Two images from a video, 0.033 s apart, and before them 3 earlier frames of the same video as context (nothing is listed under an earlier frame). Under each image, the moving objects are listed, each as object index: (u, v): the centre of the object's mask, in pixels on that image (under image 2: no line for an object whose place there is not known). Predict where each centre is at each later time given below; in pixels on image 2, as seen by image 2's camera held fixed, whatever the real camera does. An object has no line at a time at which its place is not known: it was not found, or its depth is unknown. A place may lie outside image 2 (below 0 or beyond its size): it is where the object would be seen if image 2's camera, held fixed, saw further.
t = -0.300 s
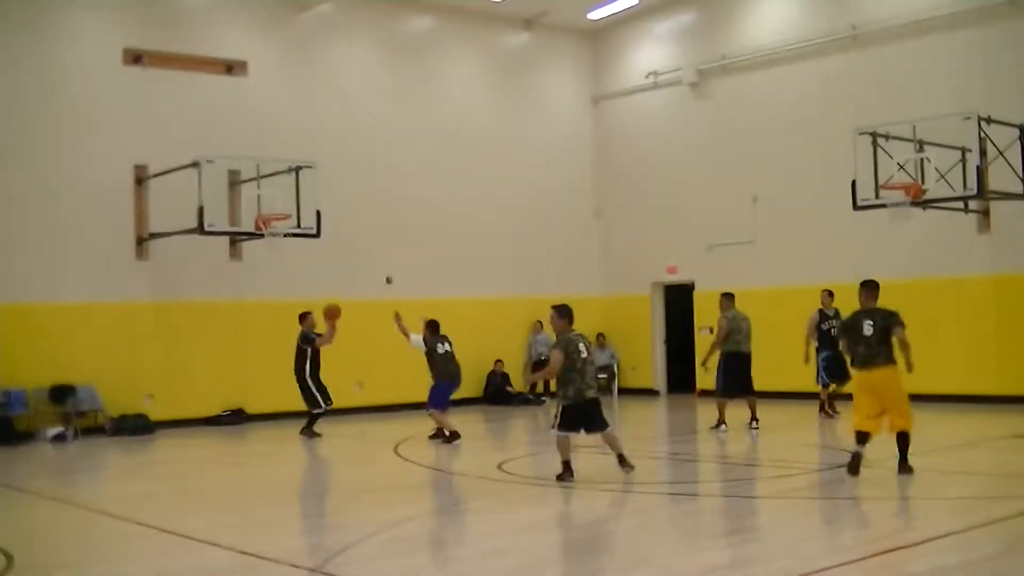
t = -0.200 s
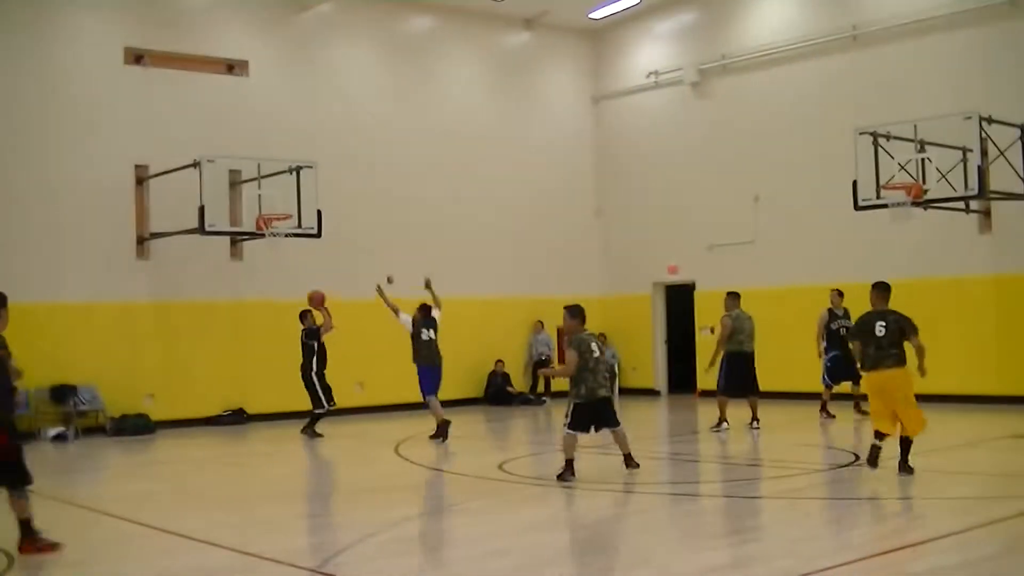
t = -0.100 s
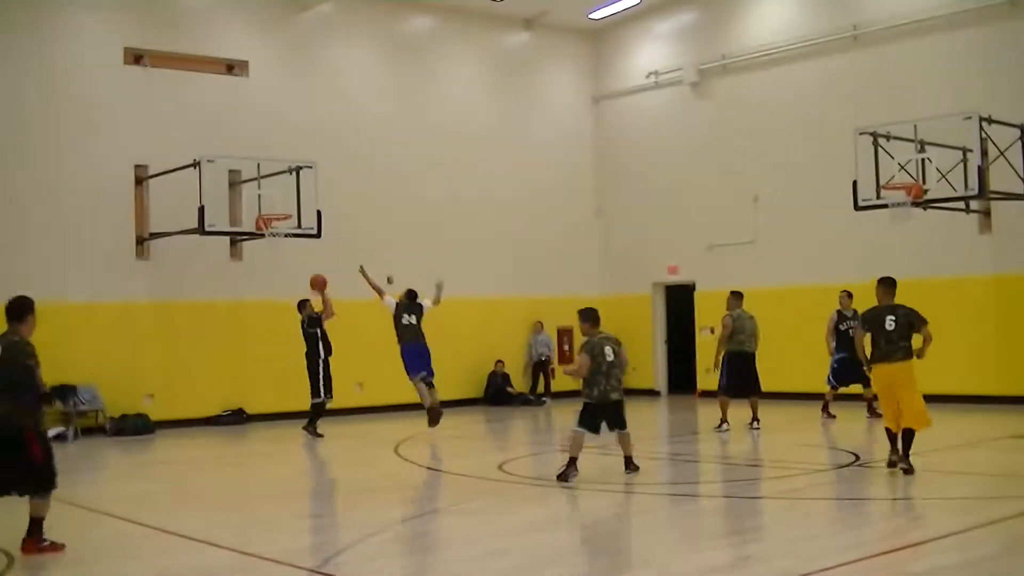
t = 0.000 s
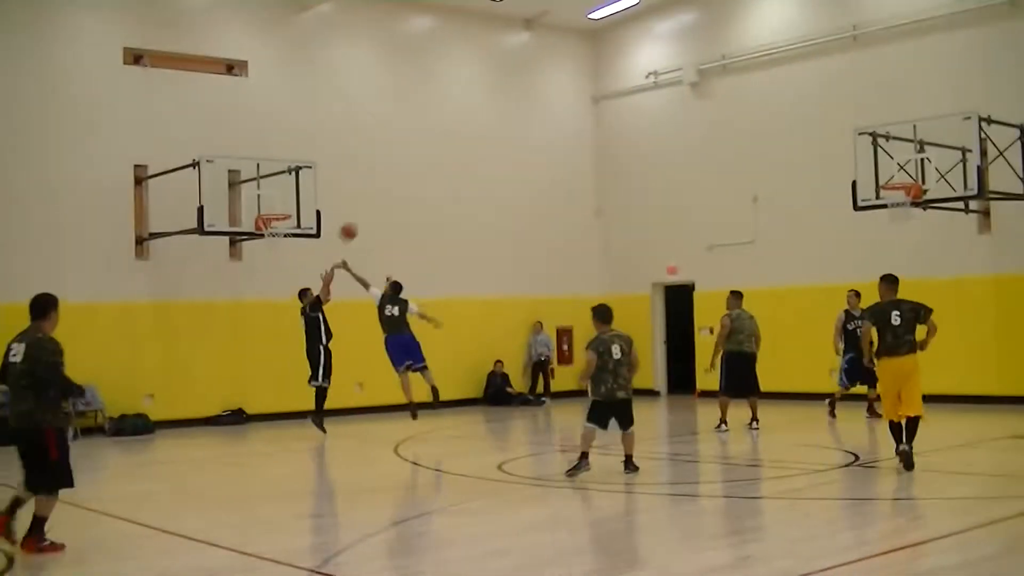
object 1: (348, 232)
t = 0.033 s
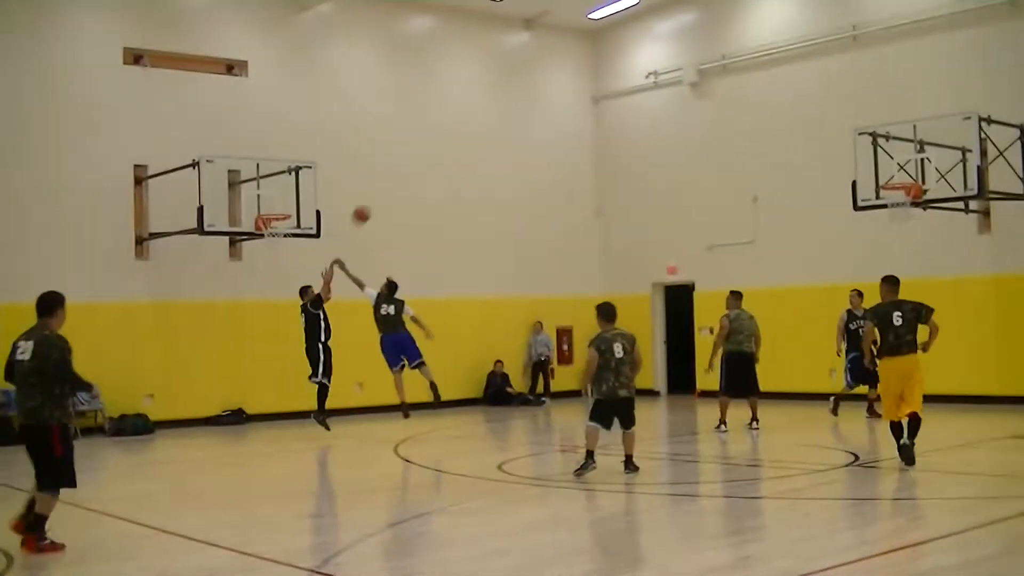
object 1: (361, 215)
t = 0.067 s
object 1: (375, 198)
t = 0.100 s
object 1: (388, 183)
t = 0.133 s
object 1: (402, 168)
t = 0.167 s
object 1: (415, 154)
